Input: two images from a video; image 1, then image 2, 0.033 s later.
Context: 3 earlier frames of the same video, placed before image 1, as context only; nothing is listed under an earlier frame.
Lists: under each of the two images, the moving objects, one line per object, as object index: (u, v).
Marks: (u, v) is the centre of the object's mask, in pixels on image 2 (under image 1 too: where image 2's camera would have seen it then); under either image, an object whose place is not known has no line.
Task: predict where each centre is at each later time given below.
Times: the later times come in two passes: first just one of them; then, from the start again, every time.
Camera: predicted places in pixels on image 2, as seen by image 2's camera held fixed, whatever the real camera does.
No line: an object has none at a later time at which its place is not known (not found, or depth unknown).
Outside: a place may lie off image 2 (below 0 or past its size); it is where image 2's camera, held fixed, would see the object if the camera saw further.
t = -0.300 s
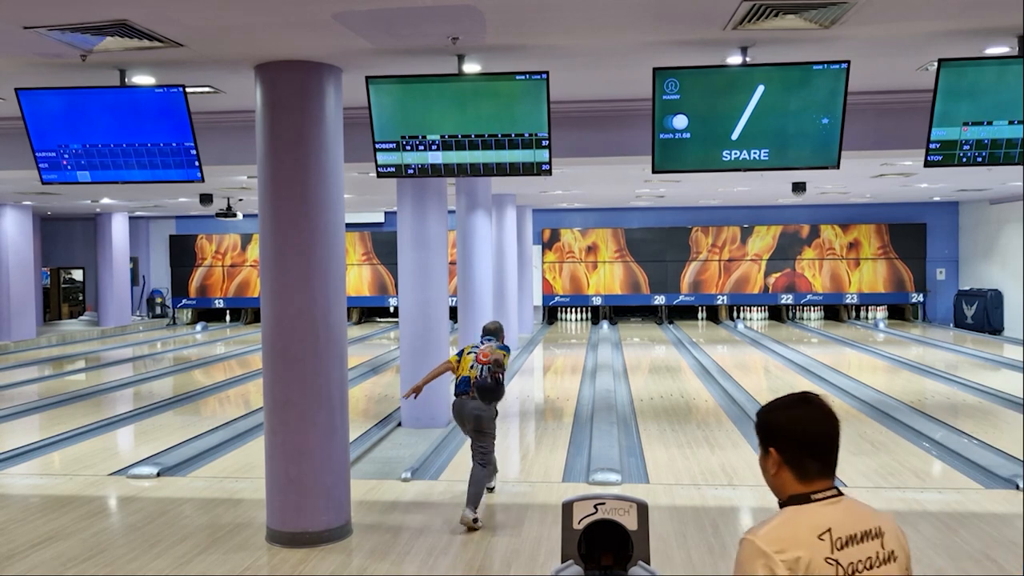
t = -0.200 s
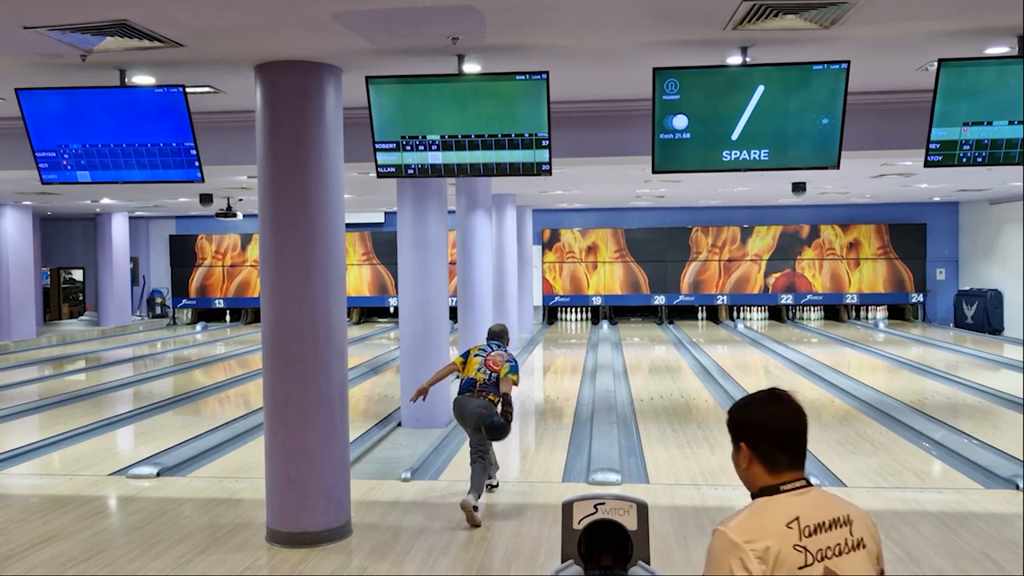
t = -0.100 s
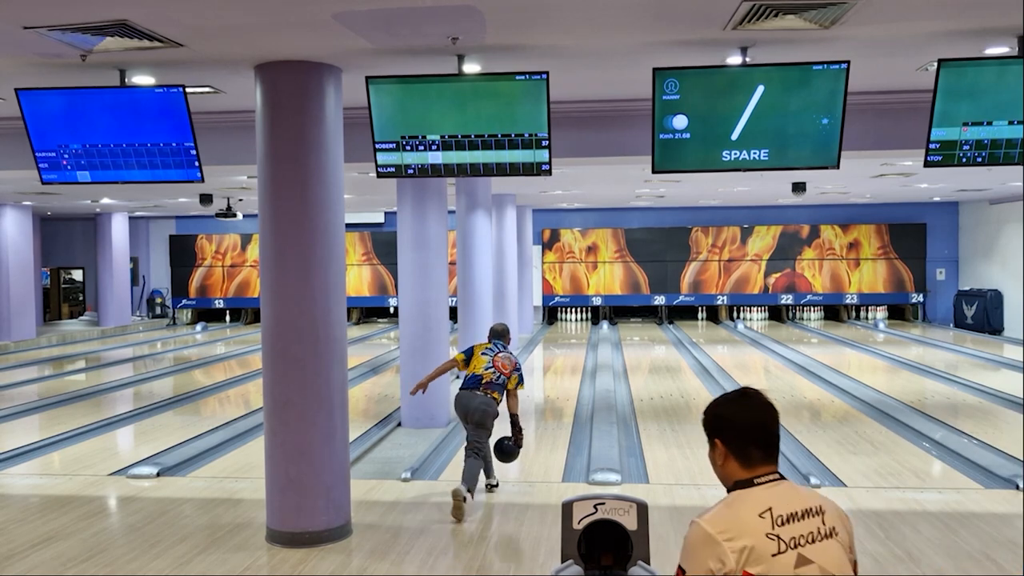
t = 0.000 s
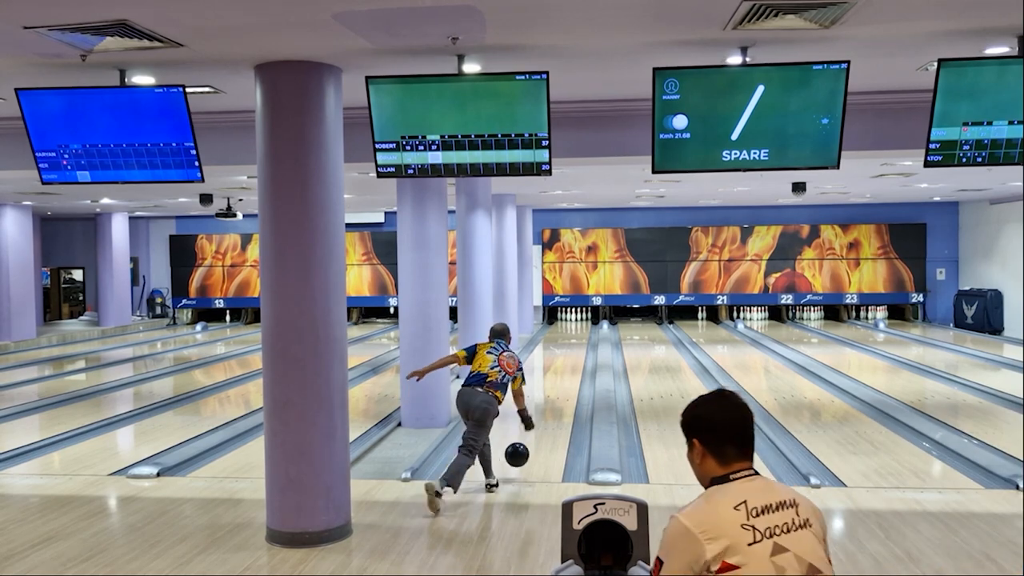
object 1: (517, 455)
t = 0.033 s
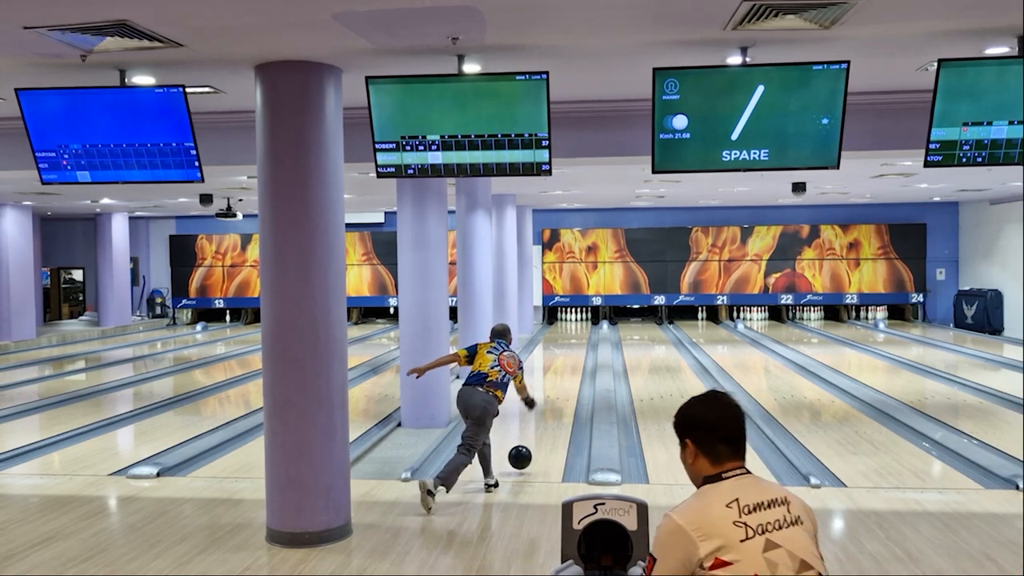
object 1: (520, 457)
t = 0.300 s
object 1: (539, 427)
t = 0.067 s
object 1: (523, 455)
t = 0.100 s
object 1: (525, 447)
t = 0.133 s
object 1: (527, 440)
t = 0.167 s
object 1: (530, 435)
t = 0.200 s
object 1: (532, 431)
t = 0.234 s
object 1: (534, 429)
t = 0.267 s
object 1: (537, 428)
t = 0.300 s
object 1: (539, 427)
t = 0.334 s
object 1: (541, 423)
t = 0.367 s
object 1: (542, 420)
